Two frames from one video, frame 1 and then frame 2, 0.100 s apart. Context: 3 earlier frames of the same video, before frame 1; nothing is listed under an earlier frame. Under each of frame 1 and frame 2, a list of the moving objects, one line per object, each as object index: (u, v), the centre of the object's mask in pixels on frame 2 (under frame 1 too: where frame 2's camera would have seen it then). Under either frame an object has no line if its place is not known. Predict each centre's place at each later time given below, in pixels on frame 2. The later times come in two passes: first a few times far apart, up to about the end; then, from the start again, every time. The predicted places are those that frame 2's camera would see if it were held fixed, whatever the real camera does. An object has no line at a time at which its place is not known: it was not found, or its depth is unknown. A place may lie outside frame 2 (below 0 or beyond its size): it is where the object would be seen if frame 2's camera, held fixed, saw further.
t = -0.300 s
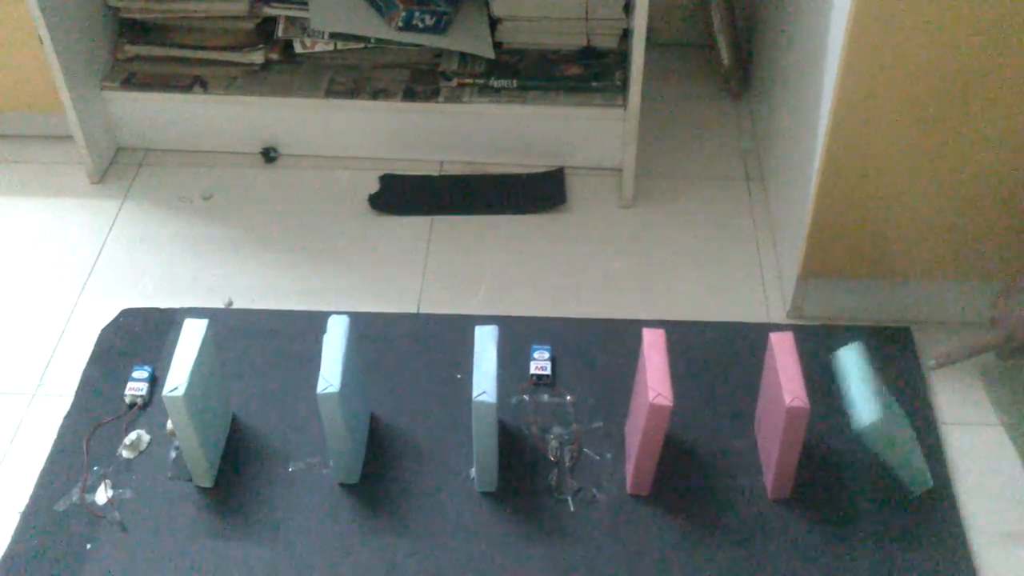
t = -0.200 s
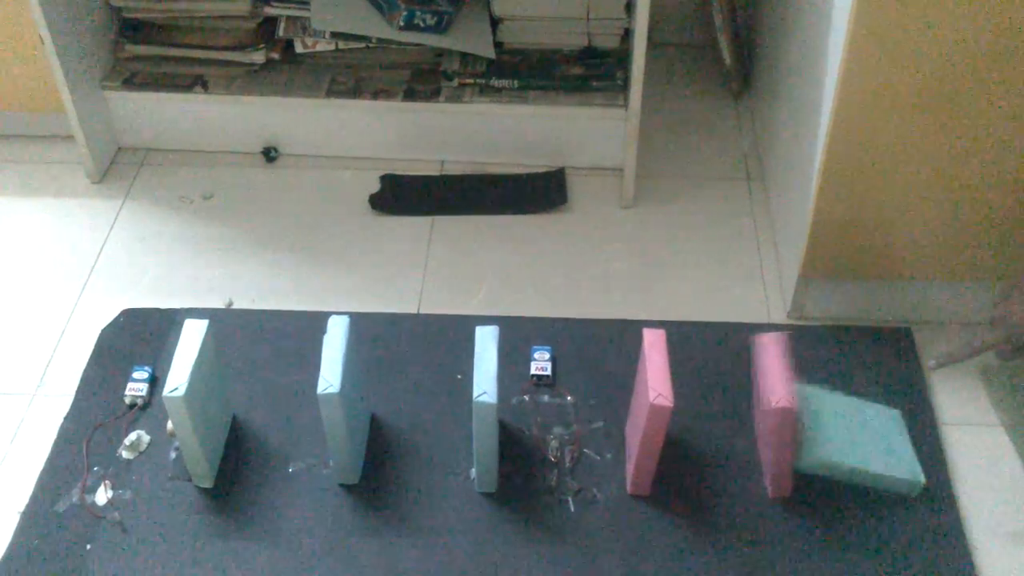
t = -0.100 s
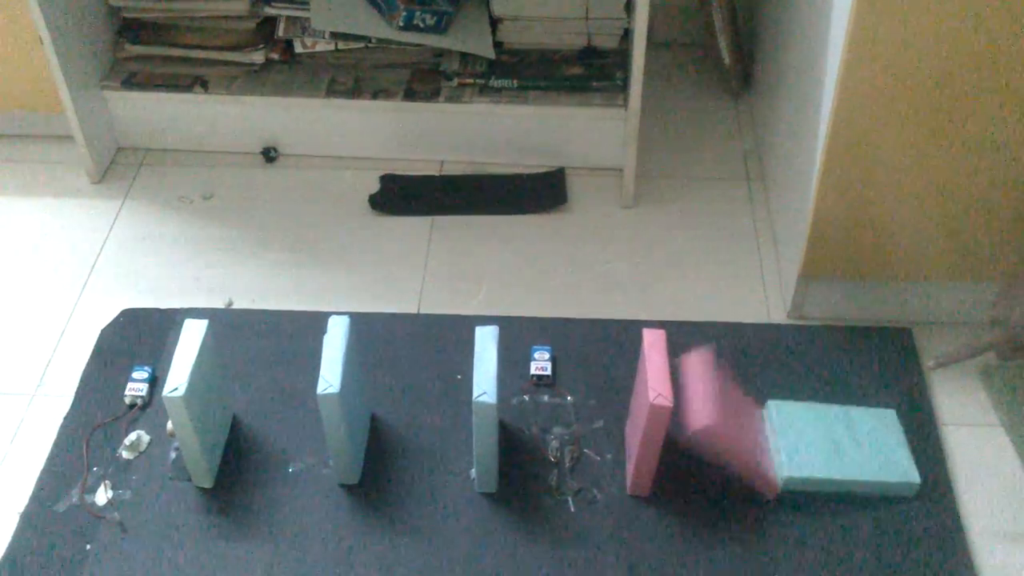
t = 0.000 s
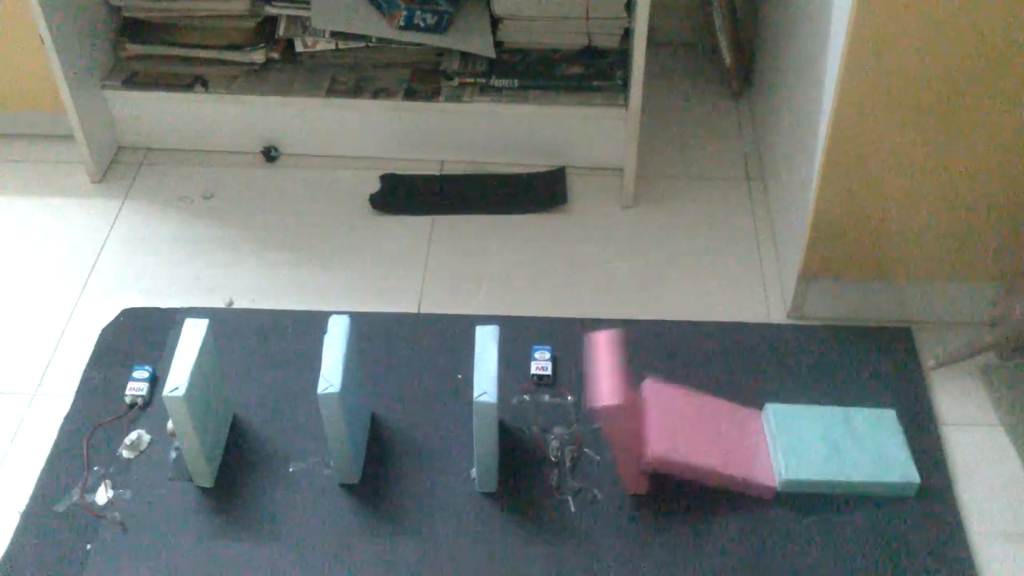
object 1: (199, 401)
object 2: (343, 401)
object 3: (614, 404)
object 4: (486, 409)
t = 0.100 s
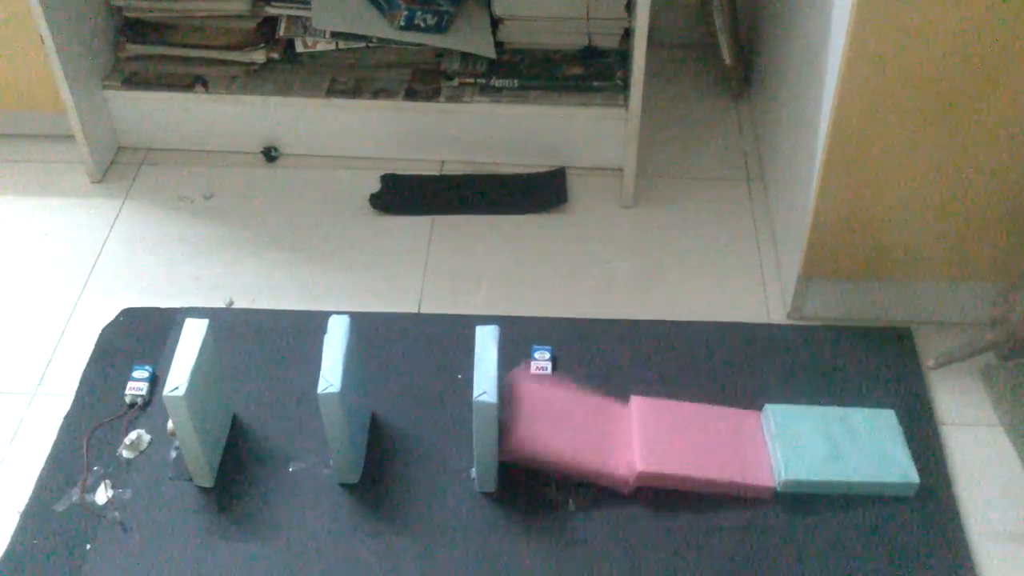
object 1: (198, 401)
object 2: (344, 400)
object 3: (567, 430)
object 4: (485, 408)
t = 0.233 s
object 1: (199, 401)
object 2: (342, 402)
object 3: (561, 439)
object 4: (434, 410)
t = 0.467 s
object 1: (194, 398)
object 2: (275, 411)
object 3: (561, 439)
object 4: (407, 437)
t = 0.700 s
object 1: (132, 422)
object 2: (271, 436)
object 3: (562, 439)
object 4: (405, 437)
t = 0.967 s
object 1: (131, 424)
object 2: (271, 436)
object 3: (562, 439)
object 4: (405, 438)
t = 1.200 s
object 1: (131, 424)
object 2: (271, 436)
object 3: (562, 439)
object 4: (405, 438)
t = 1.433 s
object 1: (131, 424)
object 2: (271, 436)
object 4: (405, 438)
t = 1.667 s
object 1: (131, 424)
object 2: (271, 436)
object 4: (405, 438)
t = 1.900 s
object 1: (131, 424)
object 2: (272, 436)
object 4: (405, 438)
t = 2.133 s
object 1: (131, 424)
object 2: (271, 436)
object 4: (405, 438)
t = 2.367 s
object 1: (132, 423)
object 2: (272, 436)
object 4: (406, 438)
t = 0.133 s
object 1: (199, 401)
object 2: (343, 400)
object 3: (563, 439)
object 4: (475, 400)
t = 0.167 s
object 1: (199, 400)
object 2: (344, 399)
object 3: (562, 440)
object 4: (460, 402)
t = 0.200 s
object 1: (199, 401)
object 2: (343, 401)
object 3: (561, 439)
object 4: (446, 406)
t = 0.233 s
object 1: (199, 401)
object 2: (342, 402)
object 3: (561, 439)
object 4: (434, 410)
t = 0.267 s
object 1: (199, 400)
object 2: (341, 399)
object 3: (561, 440)
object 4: (422, 416)
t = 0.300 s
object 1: (199, 400)
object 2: (333, 393)
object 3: (561, 439)
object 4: (418, 423)
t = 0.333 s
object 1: (199, 401)
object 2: (322, 393)
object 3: (561, 439)
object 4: (415, 424)
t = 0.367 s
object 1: (199, 400)
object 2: (312, 392)
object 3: (561, 439)
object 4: (411, 428)
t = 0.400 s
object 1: (199, 400)
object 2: (299, 395)
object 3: (561, 439)
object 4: (410, 432)
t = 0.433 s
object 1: (197, 401)
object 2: (286, 401)
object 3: (561, 439)
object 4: (409, 434)
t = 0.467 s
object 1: (194, 398)
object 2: (275, 411)
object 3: (561, 439)
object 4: (407, 437)
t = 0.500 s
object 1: (182, 392)
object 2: (273, 419)
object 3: (561, 439)
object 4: (406, 437)
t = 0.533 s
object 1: (163, 395)
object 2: (271, 425)
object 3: (562, 439)
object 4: (406, 438)
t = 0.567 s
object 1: (147, 400)
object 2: (271, 428)
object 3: (562, 439)
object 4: (406, 438)
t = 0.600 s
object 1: (139, 409)
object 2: (271, 430)
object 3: (562, 439)
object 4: (405, 438)
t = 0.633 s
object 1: (129, 421)
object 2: (271, 430)
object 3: (562, 439)
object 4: (406, 438)
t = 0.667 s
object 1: (130, 423)
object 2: (270, 434)
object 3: (562, 439)
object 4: (405, 438)
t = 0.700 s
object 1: (132, 422)
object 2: (271, 436)
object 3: (562, 439)
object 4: (405, 437)
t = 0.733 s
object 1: (131, 424)
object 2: (271, 436)
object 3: (562, 439)
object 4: (405, 438)
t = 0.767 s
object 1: (130, 424)
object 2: (271, 436)
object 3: (562, 439)
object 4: (405, 438)
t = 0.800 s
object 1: (131, 424)
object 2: (271, 436)
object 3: (562, 439)
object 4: (405, 438)
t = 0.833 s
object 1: (131, 423)
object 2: (271, 436)
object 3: (562, 439)
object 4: (405, 438)
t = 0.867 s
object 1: (131, 424)
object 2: (271, 436)
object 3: (562, 439)
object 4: (405, 438)
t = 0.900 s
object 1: (131, 424)
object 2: (271, 436)
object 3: (562, 439)
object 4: (405, 438)
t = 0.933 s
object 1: (131, 424)
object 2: (271, 436)
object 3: (562, 439)
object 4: (405, 437)
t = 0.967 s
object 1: (131, 424)
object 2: (271, 436)
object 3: (562, 439)
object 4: (405, 438)
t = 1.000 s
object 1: (131, 424)
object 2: (271, 436)
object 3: (562, 439)
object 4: (405, 438)
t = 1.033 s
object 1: (131, 424)
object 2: (271, 436)
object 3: (562, 439)
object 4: (405, 437)
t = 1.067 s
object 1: (131, 424)
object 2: (271, 436)
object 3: (562, 439)
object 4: (405, 438)
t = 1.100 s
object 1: (131, 424)
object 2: (271, 436)
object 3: (562, 439)
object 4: (405, 437)
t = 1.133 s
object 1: (131, 424)
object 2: (271, 436)
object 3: (562, 439)
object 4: (405, 437)
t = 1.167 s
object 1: (131, 424)
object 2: (271, 436)
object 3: (562, 439)
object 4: (405, 437)
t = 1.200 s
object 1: (131, 424)
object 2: (271, 436)
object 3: (562, 439)
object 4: (405, 438)
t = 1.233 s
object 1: (131, 424)
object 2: (271, 436)
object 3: (562, 439)
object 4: (405, 438)
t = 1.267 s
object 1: (131, 424)
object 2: (271, 436)
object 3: (562, 439)
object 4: (405, 438)
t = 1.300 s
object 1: (131, 424)
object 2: (271, 436)
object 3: (562, 439)
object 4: (405, 438)
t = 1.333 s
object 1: (131, 424)
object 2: (271, 436)
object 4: (405, 438)
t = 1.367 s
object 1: (131, 424)
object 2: (271, 436)
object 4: (405, 438)
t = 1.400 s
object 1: (131, 424)
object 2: (271, 436)
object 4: (405, 438)
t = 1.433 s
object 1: (131, 424)
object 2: (271, 436)
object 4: (405, 438)
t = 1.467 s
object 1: (131, 424)
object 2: (271, 436)
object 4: (405, 438)
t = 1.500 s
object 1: (131, 424)
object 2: (271, 436)
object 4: (405, 438)
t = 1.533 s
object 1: (131, 424)
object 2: (271, 436)
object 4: (405, 438)
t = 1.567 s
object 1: (131, 424)
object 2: (271, 436)
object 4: (405, 438)
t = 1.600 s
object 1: (131, 424)
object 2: (271, 436)
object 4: (405, 438)
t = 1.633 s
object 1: (131, 424)
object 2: (271, 436)
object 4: (405, 438)
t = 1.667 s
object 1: (131, 424)
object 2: (271, 436)
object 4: (405, 438)
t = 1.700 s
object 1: (131, 424)
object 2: (271, 436)
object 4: (405, 438)
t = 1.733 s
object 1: (131, 424)
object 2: (272, 436)
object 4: (405, 438)
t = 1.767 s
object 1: (131, 424)
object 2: (271, 436)
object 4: (405, 438)
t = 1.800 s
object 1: (131, 424)
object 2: (272, 436)
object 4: (405, 438)
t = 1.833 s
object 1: (132, 424)
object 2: (271, 436)
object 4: (405, 438)
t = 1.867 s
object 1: (131, 423)
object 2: (272, 436)
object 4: (405, 437)
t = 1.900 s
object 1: (131, 424)
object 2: (272, 436)
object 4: (405, 438)
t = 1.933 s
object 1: (131, 424)
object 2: (272, 436)
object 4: (405, 438)
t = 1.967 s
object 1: (131, 423)
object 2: (272, 436)
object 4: (405, 438)
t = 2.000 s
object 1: (131, 424)
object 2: (271, 436)
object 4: (405, 438)
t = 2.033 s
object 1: (131, 424)
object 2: (272, 436)
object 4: (405, 438)
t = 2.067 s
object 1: (131, 424)
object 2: (271, 436)
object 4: (405, 438)
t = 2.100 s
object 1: (131, 424)
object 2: (271, 436)
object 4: (405, 438)
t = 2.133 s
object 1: (131, 424)
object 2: (271, 436)
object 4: (405, 438)
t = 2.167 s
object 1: (132, 423)
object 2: (271, 436)
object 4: (406, 437)
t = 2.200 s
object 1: (132, 423)
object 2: (271, 436)
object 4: (406, 438)
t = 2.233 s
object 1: (131, 424)
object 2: (271, 436)
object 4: (405, 438)
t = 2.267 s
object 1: (132, 424)
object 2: (271, 436)
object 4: (405, 438)
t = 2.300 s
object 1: (132, 424)
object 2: (271, 436)
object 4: (405, 438)
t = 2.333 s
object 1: (131, 424)
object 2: (271, 436)
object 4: (406, 438)
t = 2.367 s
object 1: (132, 423)
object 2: (272, 436)
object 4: (406, 438)
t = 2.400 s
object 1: (132, 423)
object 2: (271, 436)
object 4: (406, 438)
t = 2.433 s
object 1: (132, 423)
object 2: (271, 436)
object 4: (406, 438)
